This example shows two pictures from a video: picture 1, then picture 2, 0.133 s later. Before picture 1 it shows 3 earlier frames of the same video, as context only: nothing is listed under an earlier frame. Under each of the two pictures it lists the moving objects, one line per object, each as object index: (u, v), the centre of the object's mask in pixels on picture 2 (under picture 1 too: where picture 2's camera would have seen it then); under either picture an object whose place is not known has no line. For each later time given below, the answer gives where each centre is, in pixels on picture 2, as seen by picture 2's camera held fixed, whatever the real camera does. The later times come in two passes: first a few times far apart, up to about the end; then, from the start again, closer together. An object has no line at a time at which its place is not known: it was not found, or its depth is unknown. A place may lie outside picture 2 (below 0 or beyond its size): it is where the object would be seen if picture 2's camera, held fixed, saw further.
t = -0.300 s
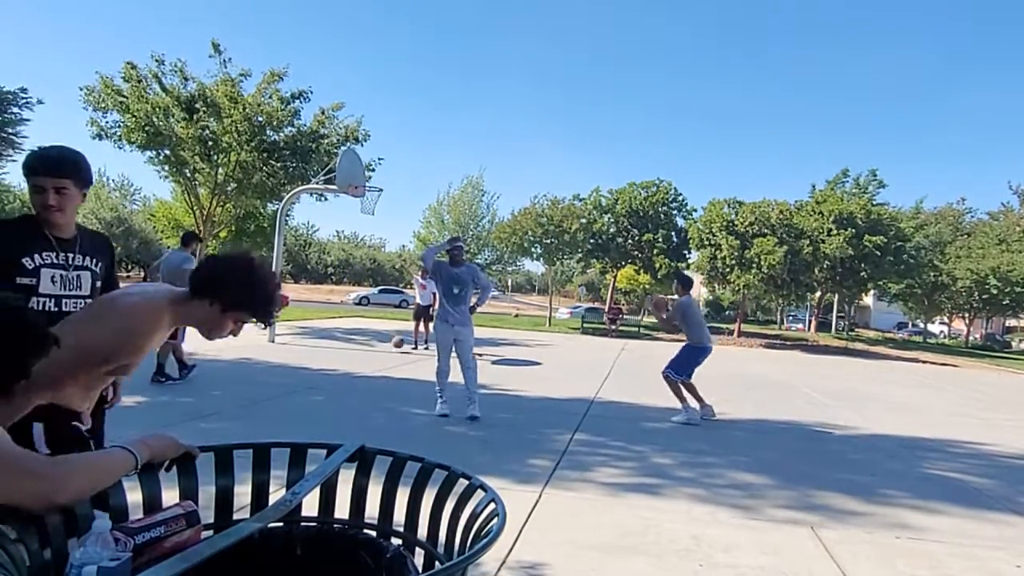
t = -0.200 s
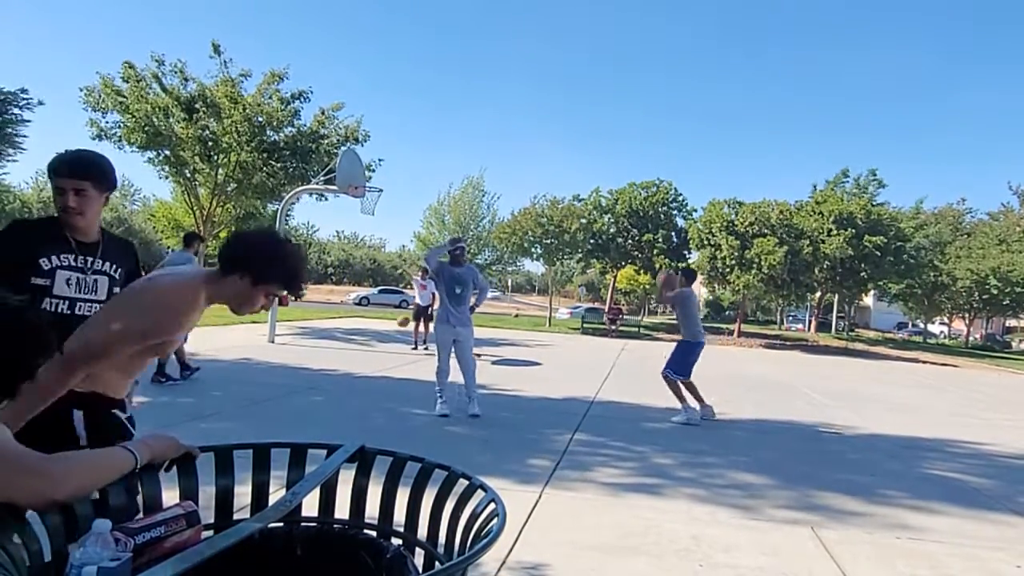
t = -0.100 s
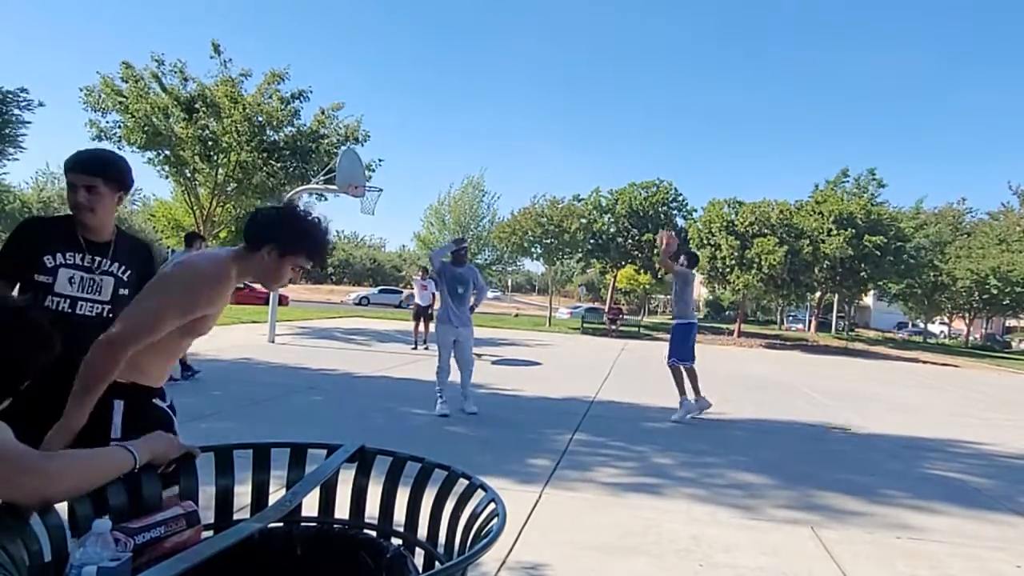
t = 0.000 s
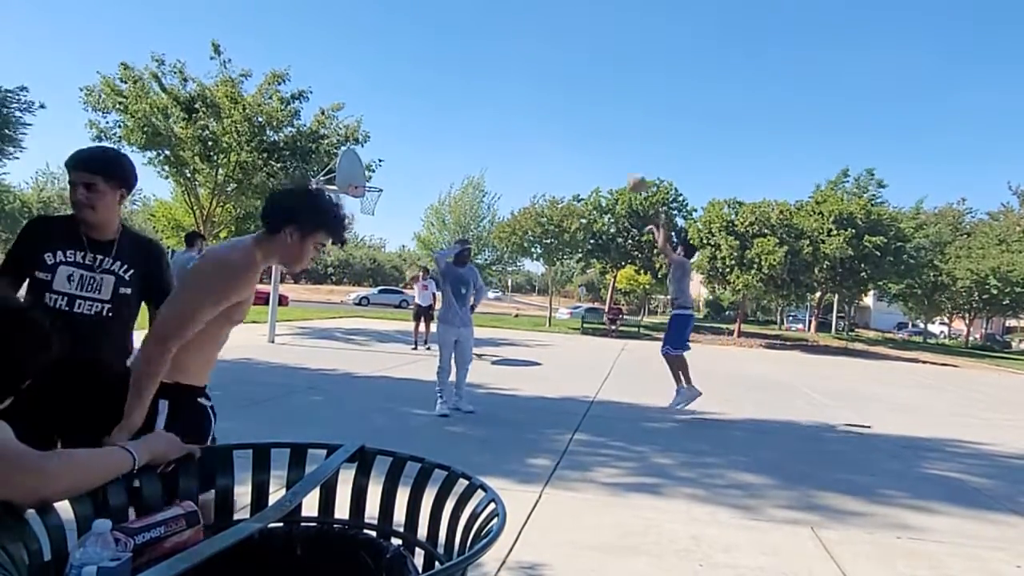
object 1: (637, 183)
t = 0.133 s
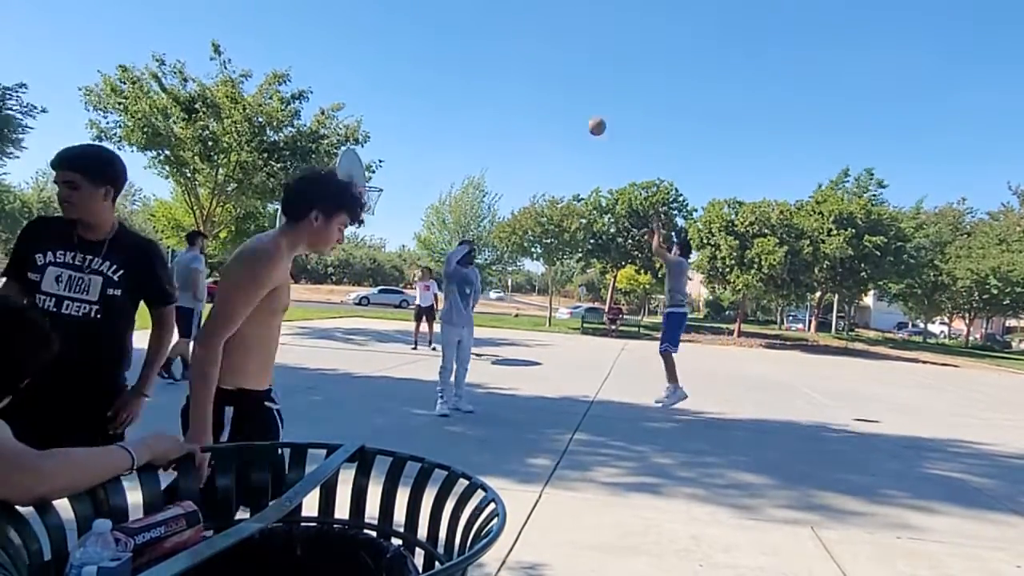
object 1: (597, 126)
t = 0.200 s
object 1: (578, 104)
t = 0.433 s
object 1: (519, 61)
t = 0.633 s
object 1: (475, 58)
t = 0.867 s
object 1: (428, 81)
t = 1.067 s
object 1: (392, 121)
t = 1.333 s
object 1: (371, 177)
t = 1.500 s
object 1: (409, 166)
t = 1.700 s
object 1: (453, 170)
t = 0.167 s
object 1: (587, 114)
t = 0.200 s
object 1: (578, 104)
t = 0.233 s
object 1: (569, 95)
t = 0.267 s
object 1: (560, 87)
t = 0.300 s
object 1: (551, 80)
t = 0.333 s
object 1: (543, 74)
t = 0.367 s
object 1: (535, 69)
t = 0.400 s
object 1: (527, 65)
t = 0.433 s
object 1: (519, 61)
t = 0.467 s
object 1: (511, 59)
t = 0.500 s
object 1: (503, 57)
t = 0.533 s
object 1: (496, 56)
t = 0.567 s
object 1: (489, 55)
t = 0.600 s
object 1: (481, 55)
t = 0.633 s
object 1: (475, 58)
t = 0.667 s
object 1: (468, 59)
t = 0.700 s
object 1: (461, 61)
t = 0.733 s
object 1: (454, 64)
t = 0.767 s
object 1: (448, 67)
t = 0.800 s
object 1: (441, 71)
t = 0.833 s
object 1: (435, 76)
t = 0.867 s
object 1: (428, 81)
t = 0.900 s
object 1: (422, 86)
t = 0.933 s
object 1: (416, 92)
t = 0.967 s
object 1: (411, 99)
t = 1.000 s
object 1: (404, 106)
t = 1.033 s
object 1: (398, 113)
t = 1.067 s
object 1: (392, 121)
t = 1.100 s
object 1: (387, 130)
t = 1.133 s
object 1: (381, 139)
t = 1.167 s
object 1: (376, 148)
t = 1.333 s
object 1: (371, 177)
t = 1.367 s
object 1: (379, 174)
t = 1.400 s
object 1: (387, 172)
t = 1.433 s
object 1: (394, 169)
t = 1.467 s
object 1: (402, 167)
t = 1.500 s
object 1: (409, 166)
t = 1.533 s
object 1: (416, 165)
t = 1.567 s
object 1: (423, 165)
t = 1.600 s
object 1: (430, 165)
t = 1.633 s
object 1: (438, 166)
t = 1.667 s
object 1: (446, 168)
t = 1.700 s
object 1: (453, 170)
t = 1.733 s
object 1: (460, 173)
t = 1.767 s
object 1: (466, 176)
